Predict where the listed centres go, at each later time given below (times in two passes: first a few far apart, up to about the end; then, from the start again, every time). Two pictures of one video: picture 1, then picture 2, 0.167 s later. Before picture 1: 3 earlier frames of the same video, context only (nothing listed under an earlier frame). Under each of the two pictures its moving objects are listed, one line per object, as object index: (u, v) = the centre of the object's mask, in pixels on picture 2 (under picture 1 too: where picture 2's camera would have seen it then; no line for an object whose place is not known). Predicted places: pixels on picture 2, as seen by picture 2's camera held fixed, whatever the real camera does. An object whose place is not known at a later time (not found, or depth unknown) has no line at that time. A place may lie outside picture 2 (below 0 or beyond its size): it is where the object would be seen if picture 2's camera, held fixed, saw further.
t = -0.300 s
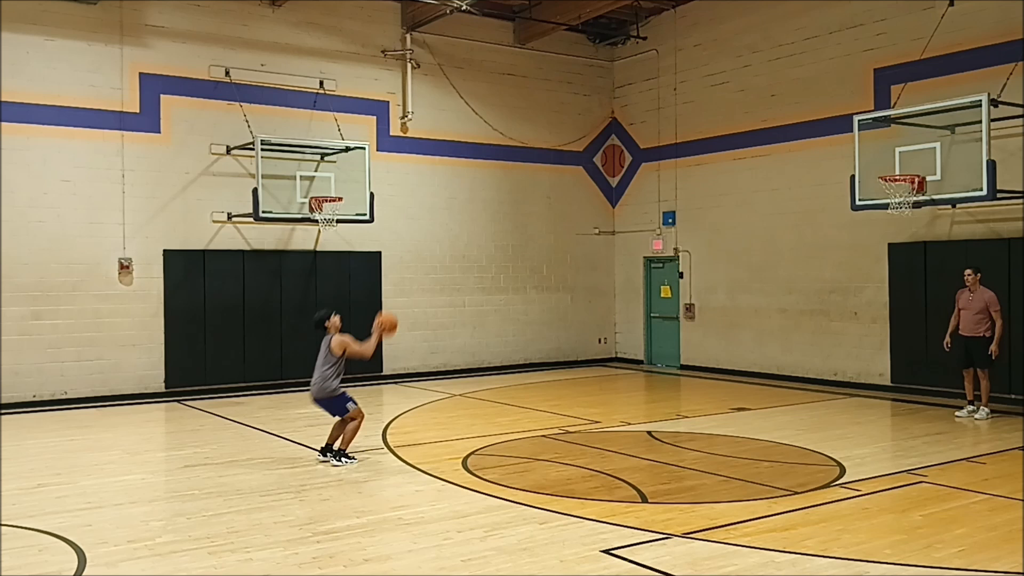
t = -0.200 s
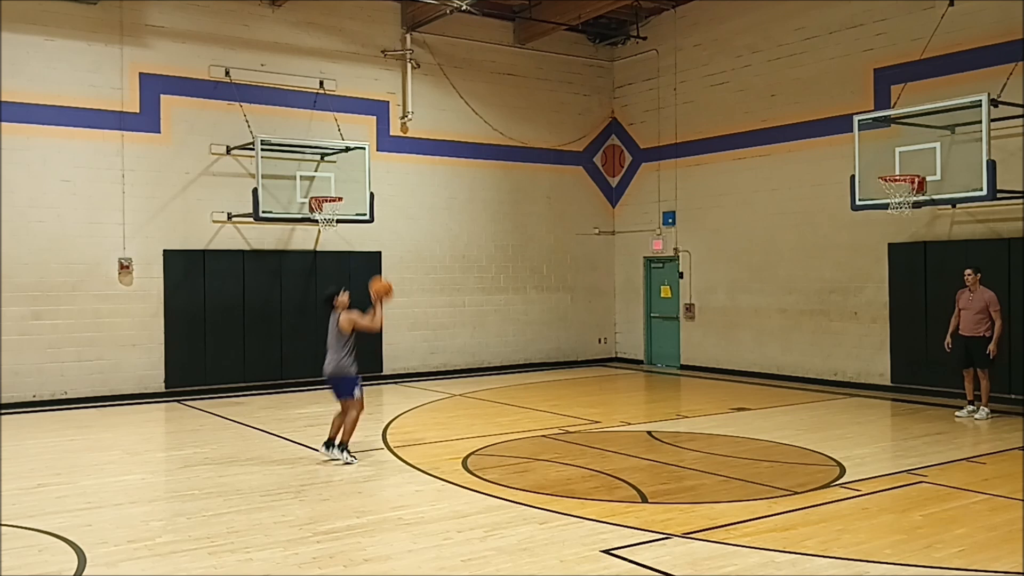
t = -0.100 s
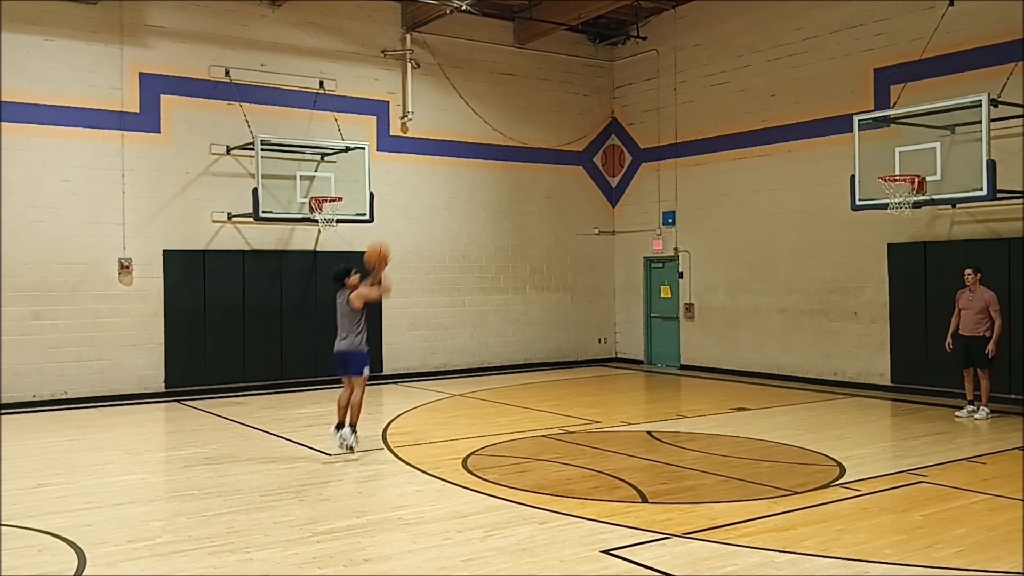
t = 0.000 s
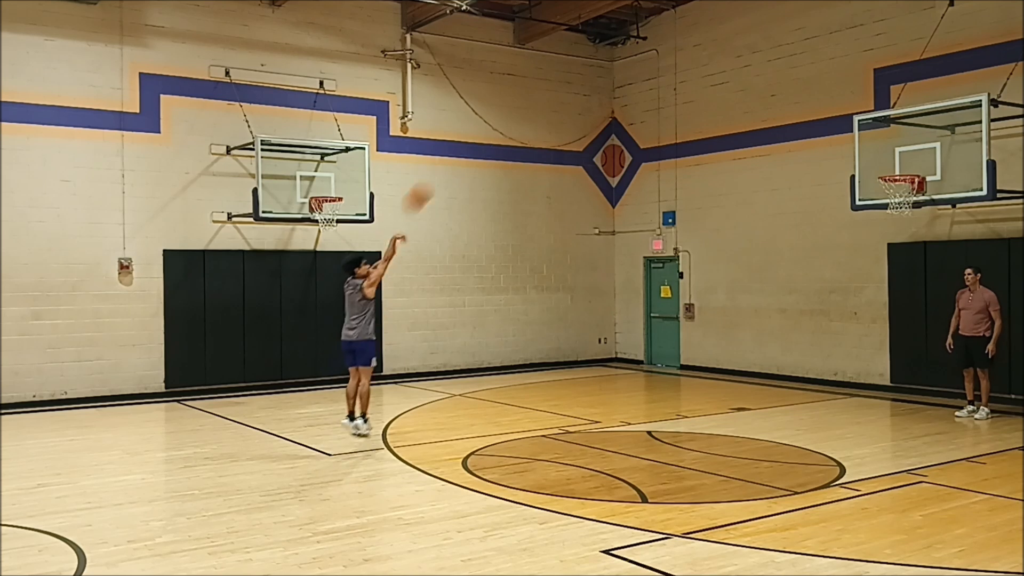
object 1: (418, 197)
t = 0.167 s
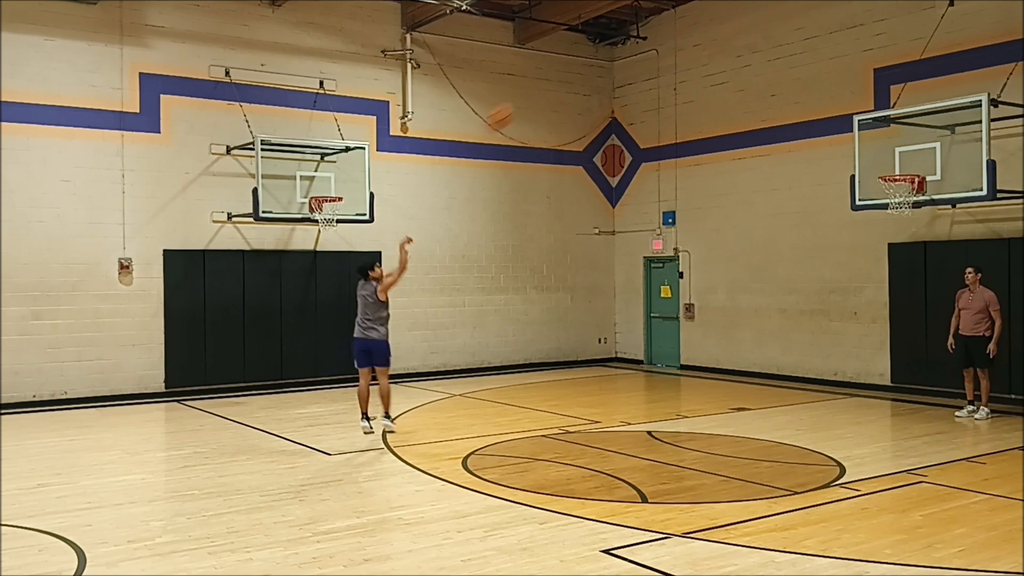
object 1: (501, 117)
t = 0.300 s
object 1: (563, 73)
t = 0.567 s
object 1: (679, 37)
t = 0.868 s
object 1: (796, 72)
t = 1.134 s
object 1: (892, 161)
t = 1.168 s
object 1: (905, 168)
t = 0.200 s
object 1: (517, 104)
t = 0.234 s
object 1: (532, 92)
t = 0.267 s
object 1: (549, 81)
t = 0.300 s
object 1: (563, 73)
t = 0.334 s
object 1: (580, 64)
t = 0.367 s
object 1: (594, 57)
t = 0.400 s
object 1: (608, 51)
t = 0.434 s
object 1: (622, 48)
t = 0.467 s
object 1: (636, 44)
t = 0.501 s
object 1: (651, 41)
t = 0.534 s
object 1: (665, 38)
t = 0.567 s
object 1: (679, 37)
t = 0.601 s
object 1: (692, 38)
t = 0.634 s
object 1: (705, 39)
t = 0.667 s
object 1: (718, 41)
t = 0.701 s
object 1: (732, 44)
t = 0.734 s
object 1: (745, 47)
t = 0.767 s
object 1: (758, 52)
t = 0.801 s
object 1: (771, 58)
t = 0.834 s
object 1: (783, 63)
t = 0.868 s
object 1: (796, 72)
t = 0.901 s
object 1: (808, 80)
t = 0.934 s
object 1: (821, 88)
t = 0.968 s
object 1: (834, 99)
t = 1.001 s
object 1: (844, 109)
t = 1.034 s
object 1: (858, 121)
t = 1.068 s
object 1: (870, 134)
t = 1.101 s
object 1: (883, 147)
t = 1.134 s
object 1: (892, 161)
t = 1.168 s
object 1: (905, 168)
